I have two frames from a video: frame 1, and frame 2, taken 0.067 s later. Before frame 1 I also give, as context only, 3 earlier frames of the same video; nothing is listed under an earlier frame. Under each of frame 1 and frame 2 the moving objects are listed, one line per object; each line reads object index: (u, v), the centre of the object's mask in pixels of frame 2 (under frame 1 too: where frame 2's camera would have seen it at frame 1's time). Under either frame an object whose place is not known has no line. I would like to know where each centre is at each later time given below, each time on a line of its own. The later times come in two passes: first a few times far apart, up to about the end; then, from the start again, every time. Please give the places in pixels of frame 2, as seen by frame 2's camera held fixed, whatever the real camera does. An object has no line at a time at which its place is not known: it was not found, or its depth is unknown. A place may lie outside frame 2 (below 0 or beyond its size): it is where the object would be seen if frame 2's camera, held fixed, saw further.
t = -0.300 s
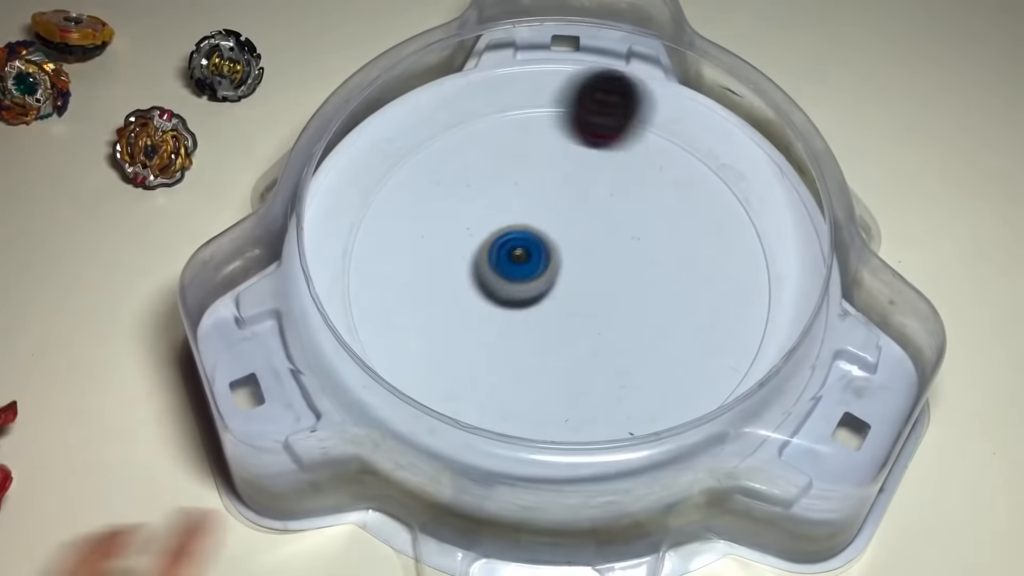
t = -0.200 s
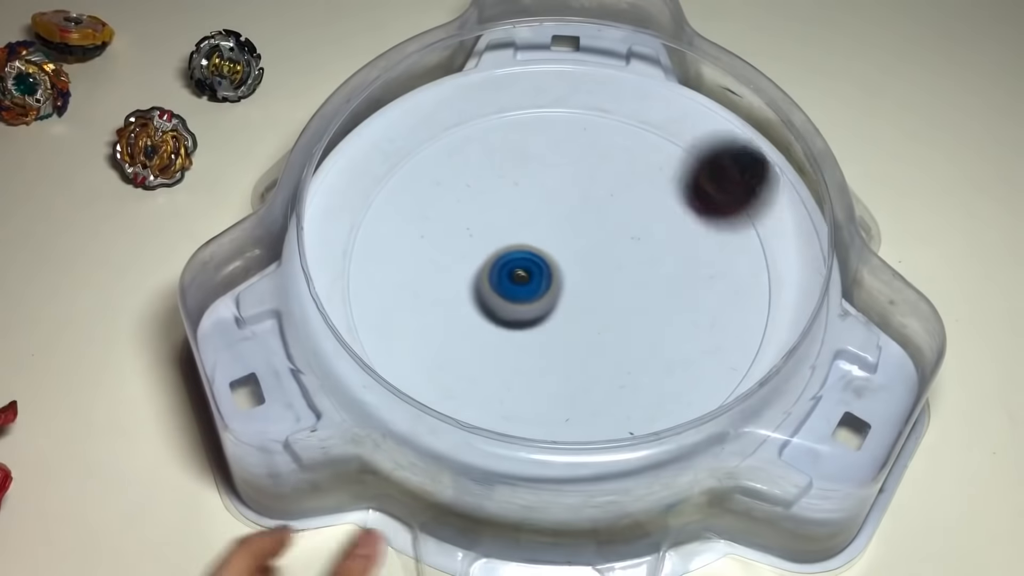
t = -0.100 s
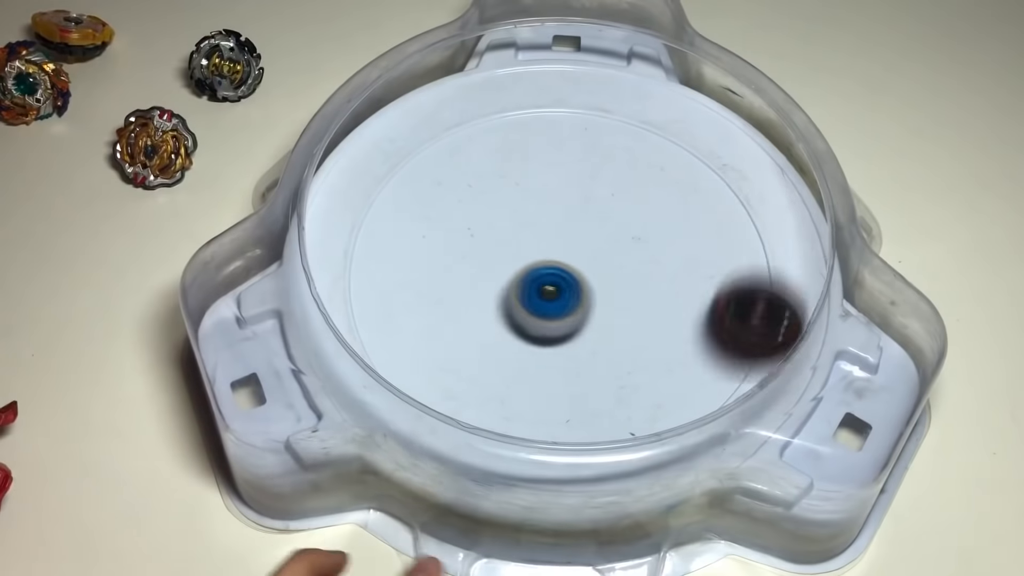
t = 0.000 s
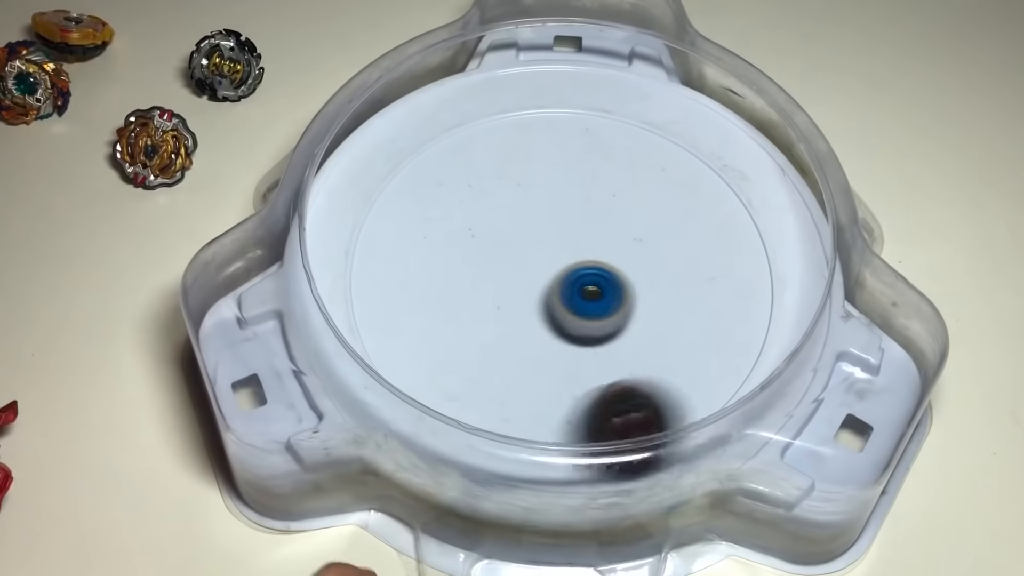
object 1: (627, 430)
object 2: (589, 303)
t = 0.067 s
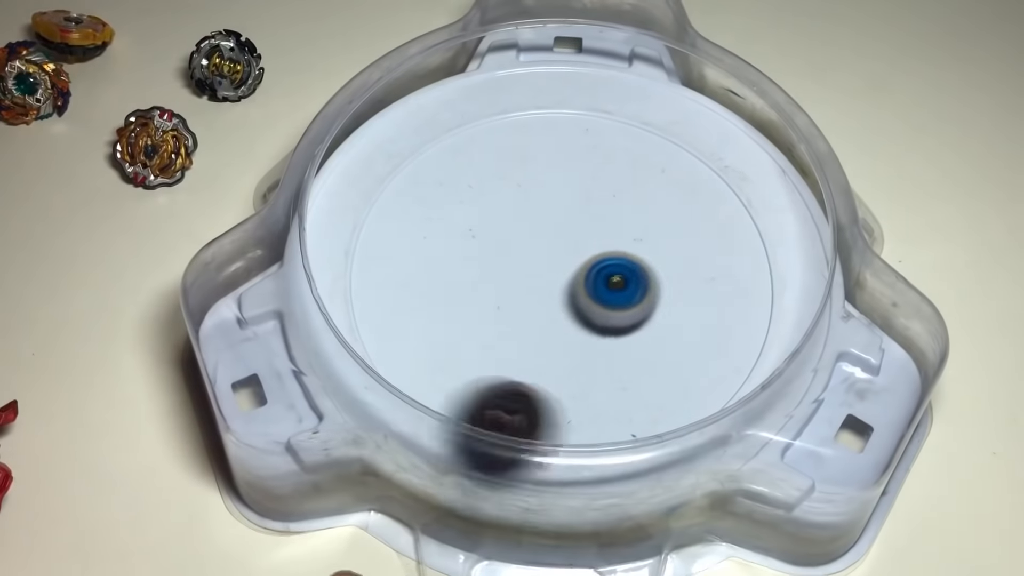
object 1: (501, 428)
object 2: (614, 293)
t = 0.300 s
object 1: (392, 173)
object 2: (626, 236)
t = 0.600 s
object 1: (740, 200)
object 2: (537, 243)
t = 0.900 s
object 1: (501, 429)
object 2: (564, 325)
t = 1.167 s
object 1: (379, 192)
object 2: (633, 308)
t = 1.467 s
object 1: (678, 138)
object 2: (597, 258)
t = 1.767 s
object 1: (671, 414)
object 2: (521, 285)
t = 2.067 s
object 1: (366, 299)
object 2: (556, 333)
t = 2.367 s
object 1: (544, 115)
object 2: (594, 291)
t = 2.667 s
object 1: (762, 296)
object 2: (535, 252)
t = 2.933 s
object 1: (529, 435)
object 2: (502, 284)
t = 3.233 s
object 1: (382, 216)
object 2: (560, 306)
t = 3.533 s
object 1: (652, 147)
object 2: (581, 250)
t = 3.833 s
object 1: (719, 374)
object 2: (537, 243)
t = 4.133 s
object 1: (432, 363)
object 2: (543, 290)
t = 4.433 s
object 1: (494, 156)
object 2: (601, 284)
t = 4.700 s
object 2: (606, 263)
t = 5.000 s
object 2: (561, 261)
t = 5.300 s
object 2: (553, 305)
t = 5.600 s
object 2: (592, 306)
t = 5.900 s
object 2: (565, 290)
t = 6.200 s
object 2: (550, 312)
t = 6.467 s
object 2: (521, 316)
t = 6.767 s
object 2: (520, 312)
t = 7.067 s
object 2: (534, 284)
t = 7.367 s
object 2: (523, 259)
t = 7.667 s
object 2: (518, 266)
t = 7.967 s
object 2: (555, 298)
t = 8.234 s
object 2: (589, 301)
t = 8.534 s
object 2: (596, 285)
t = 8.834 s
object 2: (558, 279)
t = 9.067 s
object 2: (537, 307)
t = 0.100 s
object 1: (445, 404)
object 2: (623, 286)
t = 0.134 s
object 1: (403, 370)
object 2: (629, 278)
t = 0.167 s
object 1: (375, 330)
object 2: (633, 269)
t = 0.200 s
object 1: (362, 288)
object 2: (635, 259)
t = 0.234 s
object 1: (359, 247)
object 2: (635, 251)
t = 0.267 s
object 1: (371, 207)
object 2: (632, 243)
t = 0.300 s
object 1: (392, 173)
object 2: (626, 236)
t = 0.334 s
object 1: (423, 144)
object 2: (618, 228)
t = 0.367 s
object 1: (460, 123)
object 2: (610, 223)
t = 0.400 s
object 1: (500, 110)
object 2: (599, 220)
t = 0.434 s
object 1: (545, 105)
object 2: (587, 219)
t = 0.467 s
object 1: (592, 107)
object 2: (576, 219)
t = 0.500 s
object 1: (636, 119)
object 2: (565, 223)
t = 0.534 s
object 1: (678, 138)
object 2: (554, 228)
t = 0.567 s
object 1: (713, 165)
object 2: (545, 235)
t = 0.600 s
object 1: (740, 200)
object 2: (537, 243)
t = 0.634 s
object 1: (759, 241)
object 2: (531, 253)
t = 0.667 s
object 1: (764, 283)
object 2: (527, 263)
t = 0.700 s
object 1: (754, 324)
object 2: (526, 274)
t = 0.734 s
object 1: (729, 361)
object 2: (526, 285)
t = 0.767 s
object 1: (699, 395)
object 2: (530, 296)
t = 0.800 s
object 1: (656, 421)
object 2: (536, 305)
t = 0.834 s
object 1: (606, 434)
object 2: (544, 314)
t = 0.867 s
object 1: (554, 438)
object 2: (553, 321)
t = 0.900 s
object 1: (501, 429)
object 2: (564, 325)
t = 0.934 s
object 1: (457, 411)
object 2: (575, 329)
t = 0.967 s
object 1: (418, 387)
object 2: (586, 330)
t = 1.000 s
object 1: (391, 357)
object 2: (597, 329)
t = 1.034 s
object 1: (372, 323)
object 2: (608, 327)
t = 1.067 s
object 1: (362, 289)
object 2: (617, 324)
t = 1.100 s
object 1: (359, 256)
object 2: (624, 319)
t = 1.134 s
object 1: (365, 223)
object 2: (629, 314)
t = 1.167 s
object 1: (379, 192)
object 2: (633, 308)
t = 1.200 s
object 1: (399, 165)
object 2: (634, 301)
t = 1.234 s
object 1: (427, 142)
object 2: (634, 294)
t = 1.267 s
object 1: (457, 124)
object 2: (632, 288)
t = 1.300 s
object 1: (492, 112)
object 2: (629, 281)
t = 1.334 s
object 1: (529, 106)
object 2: (625, 275)
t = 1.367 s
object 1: (568, 105)
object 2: (619, 269)
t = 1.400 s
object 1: (607, 110)
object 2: (613, 265)
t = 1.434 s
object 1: (644, 121)
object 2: (605, 261)
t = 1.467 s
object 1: (678, 138)
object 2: (597, 258)
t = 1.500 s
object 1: (709, 161)
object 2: (587, 256)
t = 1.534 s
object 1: (734, 190)
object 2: (577, 255)
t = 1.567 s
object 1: (753, 223)
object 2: (566, 255)
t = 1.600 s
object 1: (762, 259)
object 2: (556, 258)
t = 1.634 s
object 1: (762, 295)
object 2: (547, 261)
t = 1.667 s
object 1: (752, 330)
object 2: (538, 265)
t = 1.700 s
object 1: (733, 361)
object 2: (531, 271)
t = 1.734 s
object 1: (706, 389)
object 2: (525, 278)
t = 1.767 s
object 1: (671, 414)
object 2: (521, 285)
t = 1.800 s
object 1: (630, 429)
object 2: (519, 293)
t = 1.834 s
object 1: (583, 437)
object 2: (519, 300)
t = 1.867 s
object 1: (537, 435)
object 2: (520, 309)
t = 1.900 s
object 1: (492, 426)
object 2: (524, 315)
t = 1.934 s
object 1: (453, 409)
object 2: (528, 322)
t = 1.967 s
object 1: (419, 387)
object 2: (534, 326)
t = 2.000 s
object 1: (393, 360)
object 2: (541, 330)
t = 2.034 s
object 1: (376, 329)
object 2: (548, 332)
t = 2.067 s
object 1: (366, 299)
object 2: (556, 333)
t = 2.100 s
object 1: (362, 268)
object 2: (563, 331)
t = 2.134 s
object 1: (366, 237)
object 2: (571, 330)
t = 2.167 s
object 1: (377, 208)
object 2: (577, 327)
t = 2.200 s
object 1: (394, 182)
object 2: (583, 323)
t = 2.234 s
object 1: (417, 161)
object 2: (587, 318)
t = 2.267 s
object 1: (445, 142)
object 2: (591, 311)
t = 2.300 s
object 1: (475, 128)
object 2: (594, 306)
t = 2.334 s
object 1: (509, 119)
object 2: (594, 299)
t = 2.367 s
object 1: (544, 115)
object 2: (594, 291)
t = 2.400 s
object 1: (580, 116)
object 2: (591, 285)
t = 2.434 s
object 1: (616, 122)
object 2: (588, 277)
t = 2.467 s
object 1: (650, 134)
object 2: (583, 271)
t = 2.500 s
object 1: (683, 150)
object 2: (576, 264)
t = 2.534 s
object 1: (712, 170)
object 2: (569, 258)
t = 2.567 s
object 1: (737, 196)
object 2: (561, 255)
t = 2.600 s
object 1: (753, 227)
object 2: (552, 252)
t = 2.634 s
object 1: (762, 262)
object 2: (544, 252)
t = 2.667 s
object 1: (762, 296)
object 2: (535, 252)
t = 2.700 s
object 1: (752, 329)
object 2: (528, 253)
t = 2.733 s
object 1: (736, 358)
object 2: (520, 255)
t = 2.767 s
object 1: (713, 384)
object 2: (514, 259)
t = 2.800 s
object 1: (683, 406)
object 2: (509, 263)
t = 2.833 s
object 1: (650, 423)
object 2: (505, 268)
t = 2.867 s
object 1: (612, 433)
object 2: (502, 273)
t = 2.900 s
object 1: (570, 437)
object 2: (501, 279)
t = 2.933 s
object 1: (529, 435)
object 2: (502, 284)
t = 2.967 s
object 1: (489, 424)
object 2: (504, 290)
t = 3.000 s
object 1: (452, 408)
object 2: (507, 294)
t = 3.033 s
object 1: (419, 386)
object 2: (512, 298)
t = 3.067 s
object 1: (395, 361)
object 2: (518, 303)
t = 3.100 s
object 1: (379, 332)
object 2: (526, 306)
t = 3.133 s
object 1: (370, 302)
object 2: (534, 308)
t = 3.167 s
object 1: (367, 272)
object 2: (543, 308)
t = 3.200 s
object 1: (371, 243)
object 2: (551, 308)
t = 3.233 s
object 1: (382, 216)
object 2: (560, 306)
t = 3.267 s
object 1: (399, 190)
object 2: (568, 302)
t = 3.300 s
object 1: (422, 168)
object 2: (575, 297)
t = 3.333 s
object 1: (449, 150)
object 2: (580, 291)
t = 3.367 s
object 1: (481, 137)
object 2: (584, 284)
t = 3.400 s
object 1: (514, 128)
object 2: (587, 277)
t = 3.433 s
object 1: (549, 125)
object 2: (587, 269)
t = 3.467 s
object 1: (585, 127)
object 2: (586, 262)
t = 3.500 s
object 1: (620, 134)
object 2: (584, 256)
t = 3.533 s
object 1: (652, 147)
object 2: (581, 250)
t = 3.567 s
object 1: (681, 163)
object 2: (577, 246)
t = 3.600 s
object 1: (706, 184)
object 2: (572, 242)
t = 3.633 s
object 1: (728, 210)
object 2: (567, 240)
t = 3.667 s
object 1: (744, 238)
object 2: (562, 237)
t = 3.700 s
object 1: (754, 267)
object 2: (557, 236)
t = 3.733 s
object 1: (757, 297)
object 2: (551, 237)
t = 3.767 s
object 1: (753, 326)
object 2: (546, 238)
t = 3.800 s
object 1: (739, 350)
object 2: (541, 240)
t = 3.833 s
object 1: (719, 374)
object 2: (537, 243)
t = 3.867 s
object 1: (693, 394)
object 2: (533, 247)
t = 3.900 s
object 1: (663, 411)
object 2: (530, 252)
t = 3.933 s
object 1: (628, 422)
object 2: (529, 257)
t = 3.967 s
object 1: (592, 427)
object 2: (529, 262)
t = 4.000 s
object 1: (555, 426)
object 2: (529, 267)
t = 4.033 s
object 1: (518, 418)
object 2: (531, 273)
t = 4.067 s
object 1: (484, 406)
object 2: (534, 279)
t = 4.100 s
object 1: (458, 383)
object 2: (538, 284)
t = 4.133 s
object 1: (432, 363)
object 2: (543, 290)
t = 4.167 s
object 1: (412, 339)
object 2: (550, 293)
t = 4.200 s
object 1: (400, 311)
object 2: (557, 296)
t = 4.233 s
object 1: (396, 283)
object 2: (565, 298)
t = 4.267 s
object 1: (399, 256)
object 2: (573, 298)
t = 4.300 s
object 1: (408, 230)
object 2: (580, 297)
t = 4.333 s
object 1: (424, 205)
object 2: (588, 294)
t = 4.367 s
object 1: (443, 185)
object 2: (593, 291)
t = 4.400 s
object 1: (467, 168)
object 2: (598, 287)
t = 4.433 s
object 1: (494, 156)
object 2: (601, 284)
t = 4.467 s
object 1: (523, 148)
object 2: (604, 281)
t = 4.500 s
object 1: (552, 146)
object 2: (605, 277)
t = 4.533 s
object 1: (580, 148)
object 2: (607, 275)
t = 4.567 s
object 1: (608, 157)
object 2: (608, 274)
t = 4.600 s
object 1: (634, 169)
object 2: (609, 273)
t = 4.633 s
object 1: (657, 183)
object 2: (609, 270)
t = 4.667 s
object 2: (608, 266)
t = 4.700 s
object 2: (606, 263)
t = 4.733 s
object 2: (603, 261)
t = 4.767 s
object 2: (598, 257)
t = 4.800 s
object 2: (594, 255)
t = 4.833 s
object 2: (589, 254)
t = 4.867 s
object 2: (583, 253)
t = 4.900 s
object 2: (578, 254)
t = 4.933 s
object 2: (572, 255)
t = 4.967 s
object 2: (566, 258)
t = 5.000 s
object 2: (561, 261)
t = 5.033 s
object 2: (556, 264)
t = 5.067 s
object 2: (552, 269)
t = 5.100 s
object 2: (548, 274)
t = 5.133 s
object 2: (546, 280)
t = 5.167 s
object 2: (545, 286)
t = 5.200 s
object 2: (546, 290)
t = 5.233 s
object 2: (548, 296)
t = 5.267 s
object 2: (550, 301)
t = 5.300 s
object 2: (553, 305)
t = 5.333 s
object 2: (557, 308)
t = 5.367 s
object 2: (562, 311)
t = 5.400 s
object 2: (567, 312)
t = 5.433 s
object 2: (571, 313)
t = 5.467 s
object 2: (576, 313)
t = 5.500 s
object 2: (580, 312)
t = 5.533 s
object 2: (585, 311)
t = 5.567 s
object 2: (588, 309)
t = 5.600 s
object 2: (592, 306)
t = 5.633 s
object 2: (593, 303)
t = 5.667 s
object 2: (595, 298)
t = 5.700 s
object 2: (594, 294)
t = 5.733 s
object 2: (593, 289)
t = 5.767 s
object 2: (591, 285)
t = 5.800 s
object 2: (588, 281)
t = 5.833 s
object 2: (582, 282)
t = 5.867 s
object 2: (573, 287)
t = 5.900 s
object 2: (565, 290)
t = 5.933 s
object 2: (559, 293)
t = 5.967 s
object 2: (554, 296)
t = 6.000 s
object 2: (551, 298)
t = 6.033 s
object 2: (549, 301)
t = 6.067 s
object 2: (548, 304)
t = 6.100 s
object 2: (548, 306)
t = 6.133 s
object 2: (549, 308)
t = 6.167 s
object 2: (549, 310)
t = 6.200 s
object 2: (550, 312)
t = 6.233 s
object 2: (549, 314)
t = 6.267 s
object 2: (541, 315)
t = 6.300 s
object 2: (535, 315)
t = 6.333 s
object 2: (532, 315)
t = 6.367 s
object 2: (531, 316)
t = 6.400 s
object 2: (531, 317)
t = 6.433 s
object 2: (526, 317)
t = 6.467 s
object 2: (521, 316)
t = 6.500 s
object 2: (519, 316)
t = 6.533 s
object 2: (519, 316)
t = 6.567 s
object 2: (519, 317)
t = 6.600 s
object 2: (521, 317)
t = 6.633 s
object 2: (522, 316)
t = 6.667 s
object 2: (521, 315)
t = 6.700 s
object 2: (519, 315)
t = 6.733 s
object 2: (519, 314)
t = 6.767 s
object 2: (520, 312)
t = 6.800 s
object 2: (522, 310)
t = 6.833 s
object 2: (524, 308)
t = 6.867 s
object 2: (527, 305)
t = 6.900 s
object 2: (529, 302)
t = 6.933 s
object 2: (532, 298)
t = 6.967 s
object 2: (532, 294)
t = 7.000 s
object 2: (533, 291)
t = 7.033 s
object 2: (533, 287)
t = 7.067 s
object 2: (534, 284)
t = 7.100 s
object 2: (534, 281)
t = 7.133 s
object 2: (534, 278)
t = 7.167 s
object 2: (534, 274)
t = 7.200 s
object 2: (533, 271)
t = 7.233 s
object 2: (531, 268)
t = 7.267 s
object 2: (529, 266)
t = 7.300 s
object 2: (526, 264)
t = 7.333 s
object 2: (525, 261)
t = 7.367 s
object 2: (523, 259)
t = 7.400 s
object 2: (522, 258)
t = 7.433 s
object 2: (521, 256)
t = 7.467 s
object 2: (521, 255)
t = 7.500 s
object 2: (517, 255)
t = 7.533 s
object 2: (515, 257)
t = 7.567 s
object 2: (514, 259)
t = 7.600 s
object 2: (515, 261)
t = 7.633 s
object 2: (517, 263)
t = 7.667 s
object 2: (518, 266)
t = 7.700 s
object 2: (518, 269)
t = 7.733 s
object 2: (521, 273)
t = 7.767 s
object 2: (524, 276)
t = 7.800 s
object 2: (526, 280)
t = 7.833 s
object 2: (531, 284)
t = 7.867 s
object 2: (535, 288)
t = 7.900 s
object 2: (539, 294)
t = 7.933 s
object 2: (547, 297)
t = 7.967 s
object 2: (555, 298)
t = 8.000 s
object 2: (561, 299)
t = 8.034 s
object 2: (565, 301)
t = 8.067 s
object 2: (569, 300)
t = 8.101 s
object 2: (574, 301)
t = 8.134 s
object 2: (577, 302)
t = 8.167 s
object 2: (581, 303)
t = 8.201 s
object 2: (586, 301)
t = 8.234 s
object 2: (589, 301)
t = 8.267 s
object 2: (590, 301)
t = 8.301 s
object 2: (593, 300)
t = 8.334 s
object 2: (595, 298)
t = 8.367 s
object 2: (598, 295)
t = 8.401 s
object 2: (599, 292)
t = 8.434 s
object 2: (599, 290)
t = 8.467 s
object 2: (598, 290)
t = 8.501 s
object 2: (597, 288)
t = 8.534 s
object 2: (596, 285)
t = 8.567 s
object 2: (593, 283)
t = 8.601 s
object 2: (591, 282)
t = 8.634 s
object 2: (588, 280)
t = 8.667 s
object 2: (585, 277)
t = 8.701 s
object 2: (580, 276)
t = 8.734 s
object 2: (575, 275)
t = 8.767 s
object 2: (569, 276)
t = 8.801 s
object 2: (564, 277)
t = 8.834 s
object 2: (558, 279)
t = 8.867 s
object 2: (554, 281)
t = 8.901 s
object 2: (550, 283)
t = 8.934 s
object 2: (546, 286)
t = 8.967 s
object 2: (542, 292)
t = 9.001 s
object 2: (538, 298)
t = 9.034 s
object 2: (537, 303)
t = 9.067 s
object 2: (537, 307)
